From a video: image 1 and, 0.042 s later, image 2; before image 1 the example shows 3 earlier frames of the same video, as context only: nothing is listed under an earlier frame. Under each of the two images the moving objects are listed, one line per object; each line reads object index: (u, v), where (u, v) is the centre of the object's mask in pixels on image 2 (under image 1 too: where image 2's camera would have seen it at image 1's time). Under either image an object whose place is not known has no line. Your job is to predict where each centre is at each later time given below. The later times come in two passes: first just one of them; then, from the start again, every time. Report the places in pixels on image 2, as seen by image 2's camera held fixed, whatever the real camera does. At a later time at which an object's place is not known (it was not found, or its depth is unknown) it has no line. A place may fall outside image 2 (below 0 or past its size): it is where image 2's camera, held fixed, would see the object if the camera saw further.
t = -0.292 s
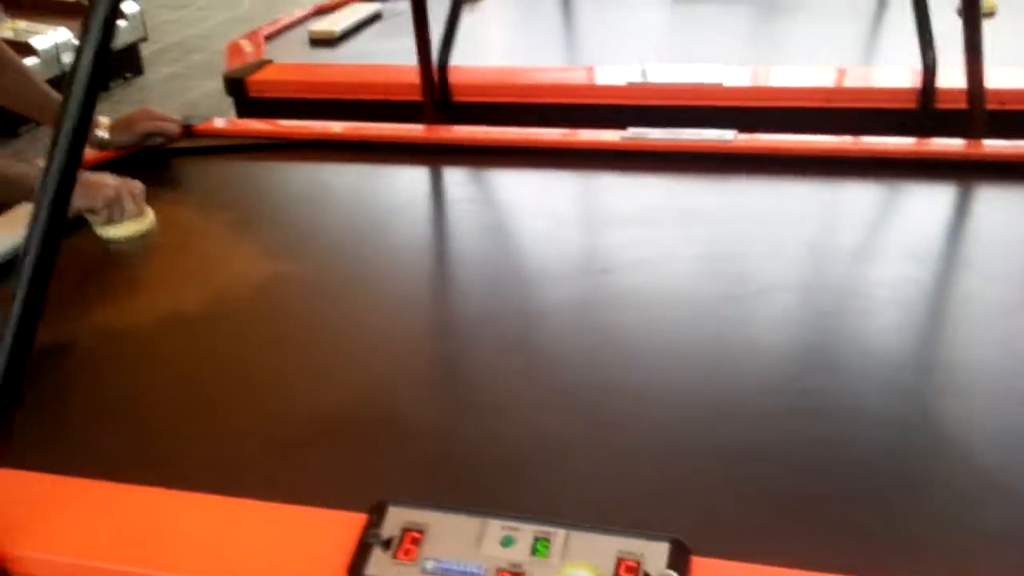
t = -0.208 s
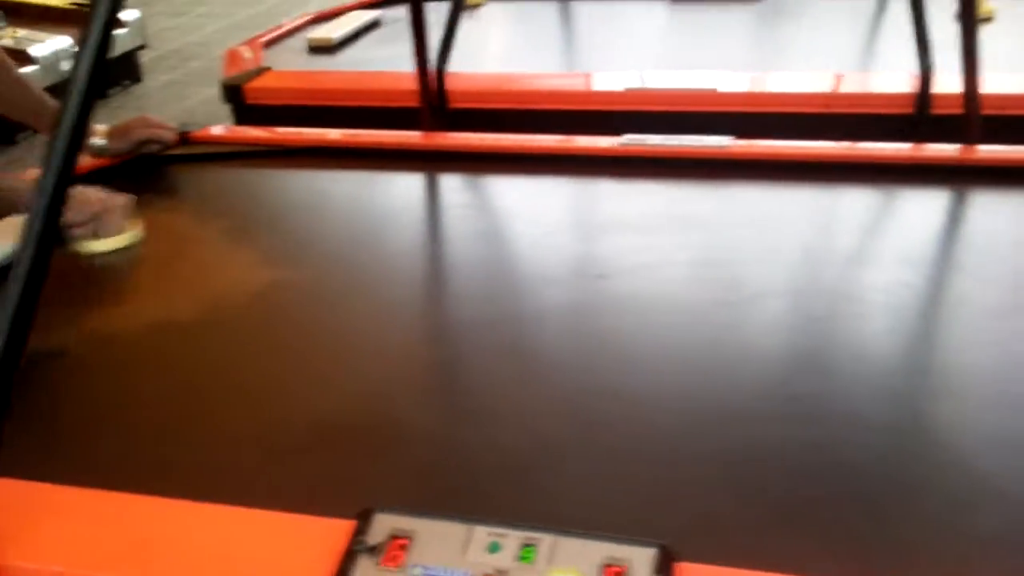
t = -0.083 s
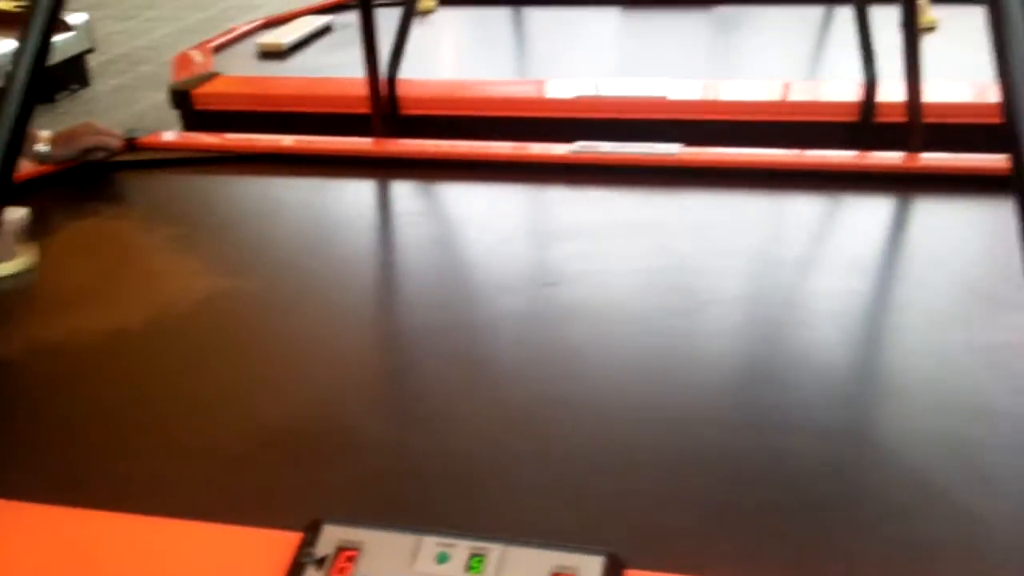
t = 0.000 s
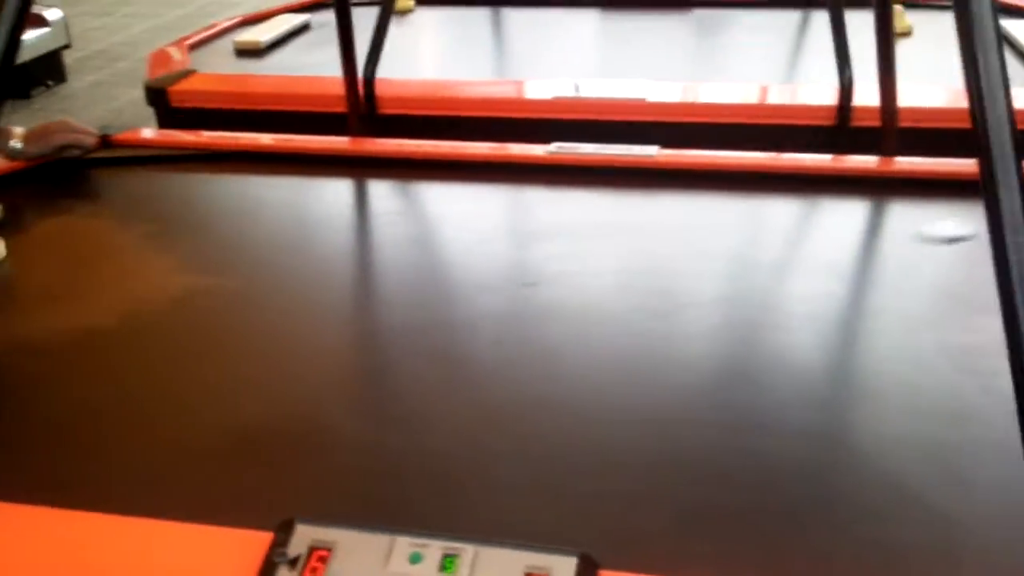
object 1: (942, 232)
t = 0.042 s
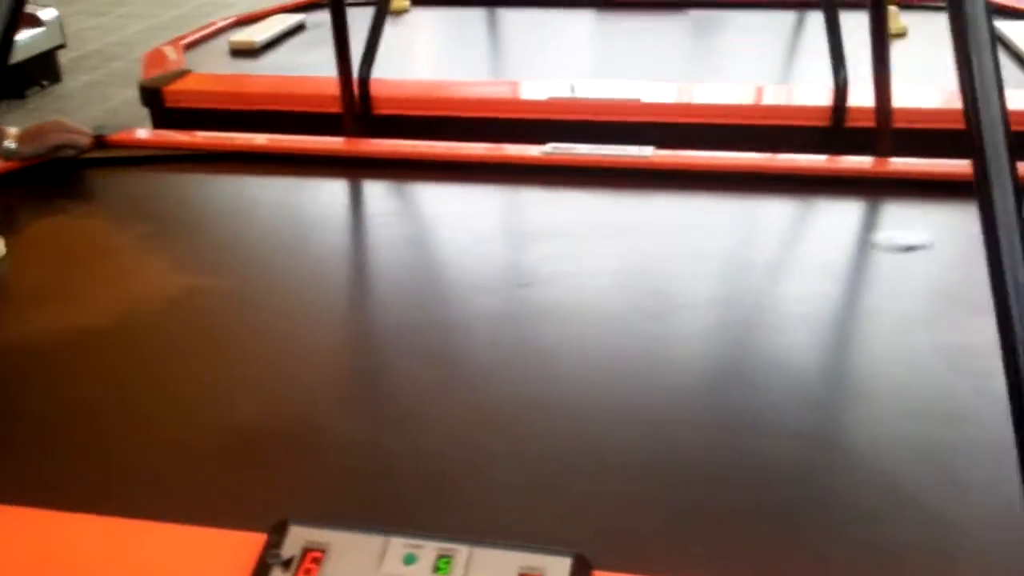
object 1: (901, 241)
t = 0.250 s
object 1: (704, 280)
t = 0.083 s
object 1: (867, 247)
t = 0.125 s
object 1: (826, 255)
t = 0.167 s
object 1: (783, 263)
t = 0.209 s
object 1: (745, 271)
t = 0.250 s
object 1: (704, 280)
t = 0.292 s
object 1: (661, 289)
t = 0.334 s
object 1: (618, 297)
